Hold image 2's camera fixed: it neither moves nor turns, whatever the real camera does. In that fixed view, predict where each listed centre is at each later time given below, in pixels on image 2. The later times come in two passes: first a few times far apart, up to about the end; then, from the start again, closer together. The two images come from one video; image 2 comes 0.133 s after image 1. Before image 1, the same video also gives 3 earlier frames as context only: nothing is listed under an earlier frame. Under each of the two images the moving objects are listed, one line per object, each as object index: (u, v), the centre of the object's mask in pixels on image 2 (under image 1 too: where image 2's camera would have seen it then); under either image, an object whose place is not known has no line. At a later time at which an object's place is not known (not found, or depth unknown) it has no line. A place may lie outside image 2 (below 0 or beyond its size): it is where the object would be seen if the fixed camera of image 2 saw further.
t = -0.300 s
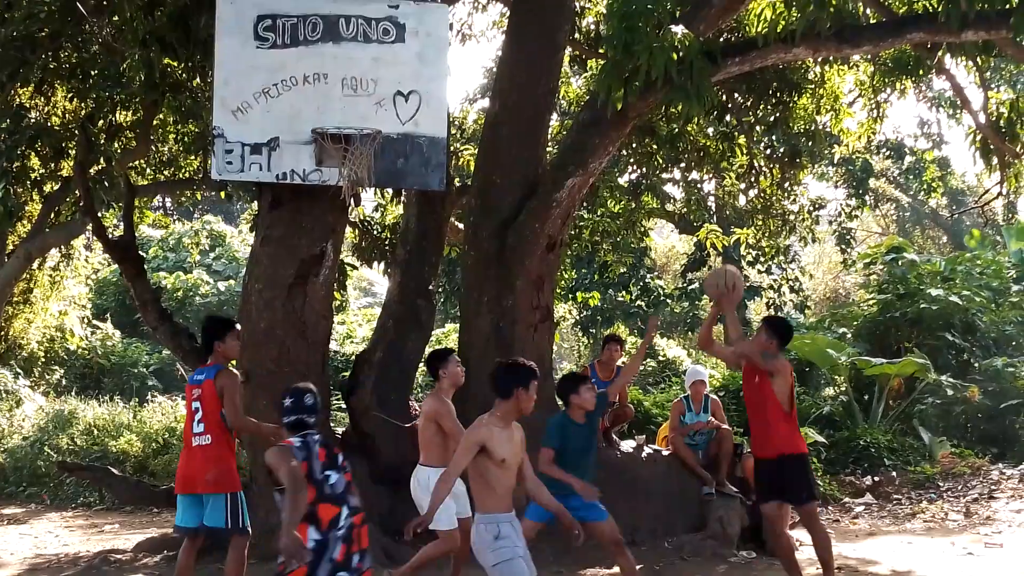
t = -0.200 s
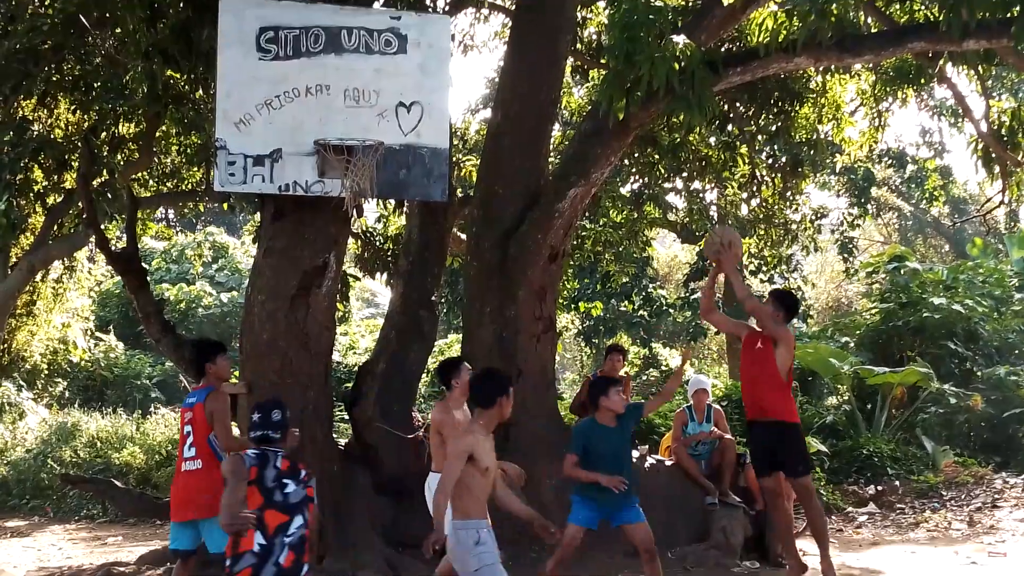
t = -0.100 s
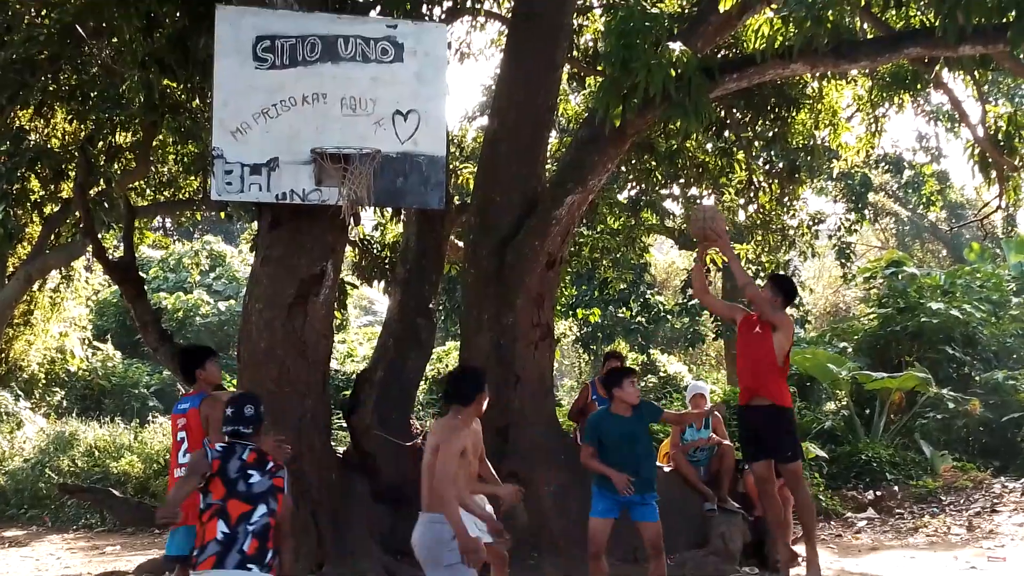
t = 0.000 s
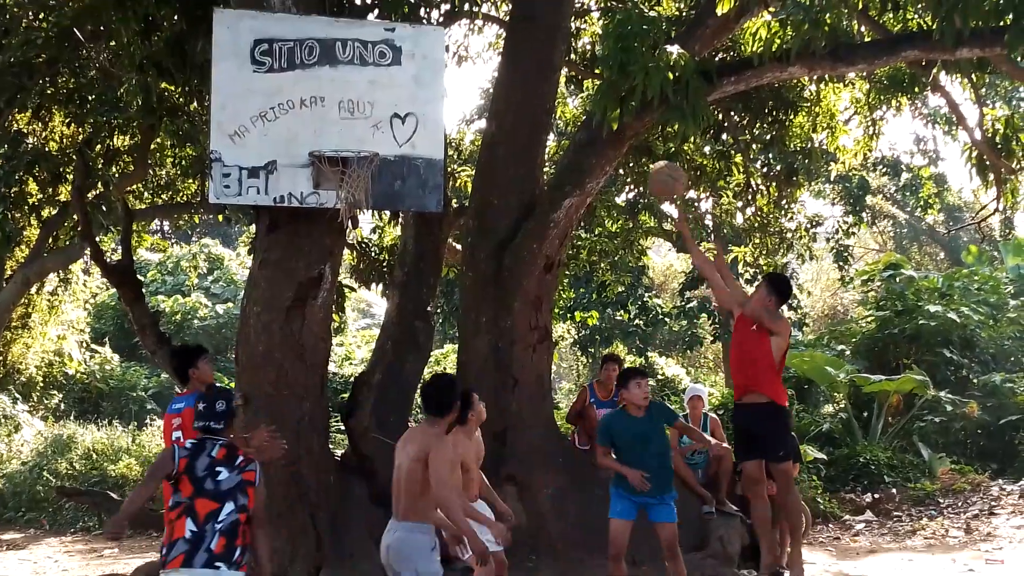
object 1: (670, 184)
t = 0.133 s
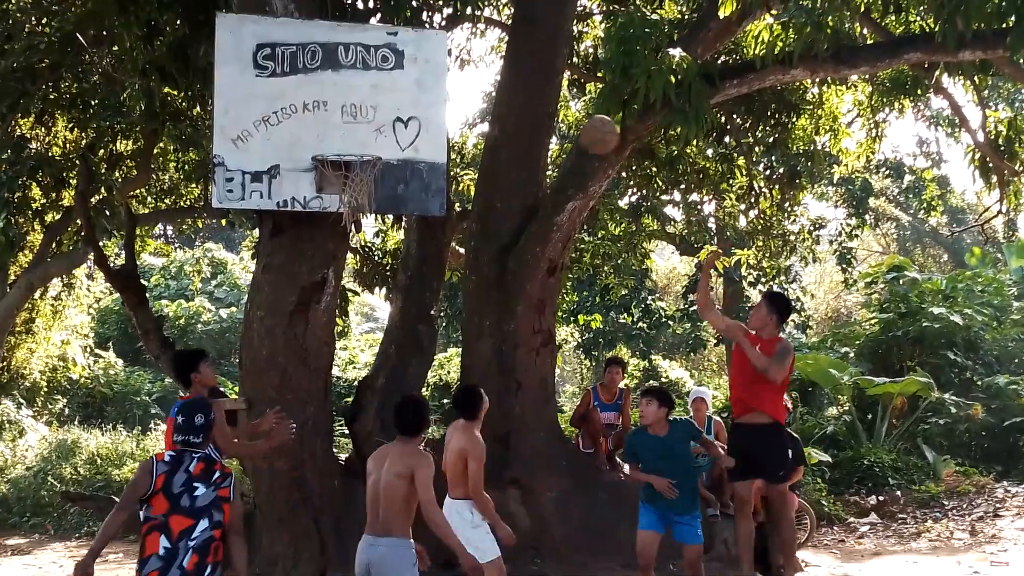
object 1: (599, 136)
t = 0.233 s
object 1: (546, 116)
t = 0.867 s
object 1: (529, 220)
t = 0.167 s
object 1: (583, 127)
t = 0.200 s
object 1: (564, 120)
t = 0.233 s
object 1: (546, 116)
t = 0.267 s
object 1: (530, 113)
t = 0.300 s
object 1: (513, 112)
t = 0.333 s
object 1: (497, 112)
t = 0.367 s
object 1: (479, 114)
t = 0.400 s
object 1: (460, 118)
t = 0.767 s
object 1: (489, 181)
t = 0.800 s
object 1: (502, 192)
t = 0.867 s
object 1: (529, 220)
